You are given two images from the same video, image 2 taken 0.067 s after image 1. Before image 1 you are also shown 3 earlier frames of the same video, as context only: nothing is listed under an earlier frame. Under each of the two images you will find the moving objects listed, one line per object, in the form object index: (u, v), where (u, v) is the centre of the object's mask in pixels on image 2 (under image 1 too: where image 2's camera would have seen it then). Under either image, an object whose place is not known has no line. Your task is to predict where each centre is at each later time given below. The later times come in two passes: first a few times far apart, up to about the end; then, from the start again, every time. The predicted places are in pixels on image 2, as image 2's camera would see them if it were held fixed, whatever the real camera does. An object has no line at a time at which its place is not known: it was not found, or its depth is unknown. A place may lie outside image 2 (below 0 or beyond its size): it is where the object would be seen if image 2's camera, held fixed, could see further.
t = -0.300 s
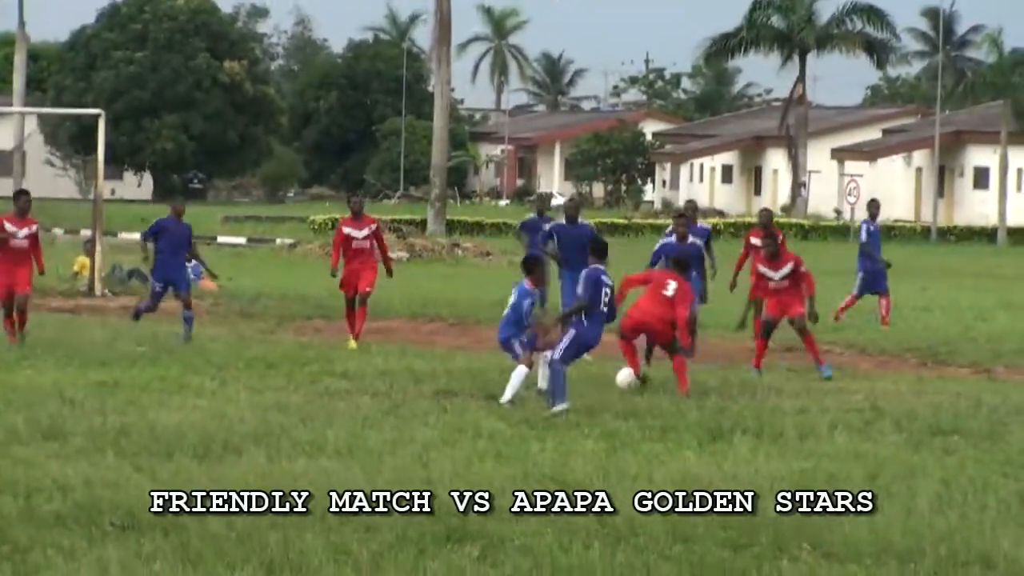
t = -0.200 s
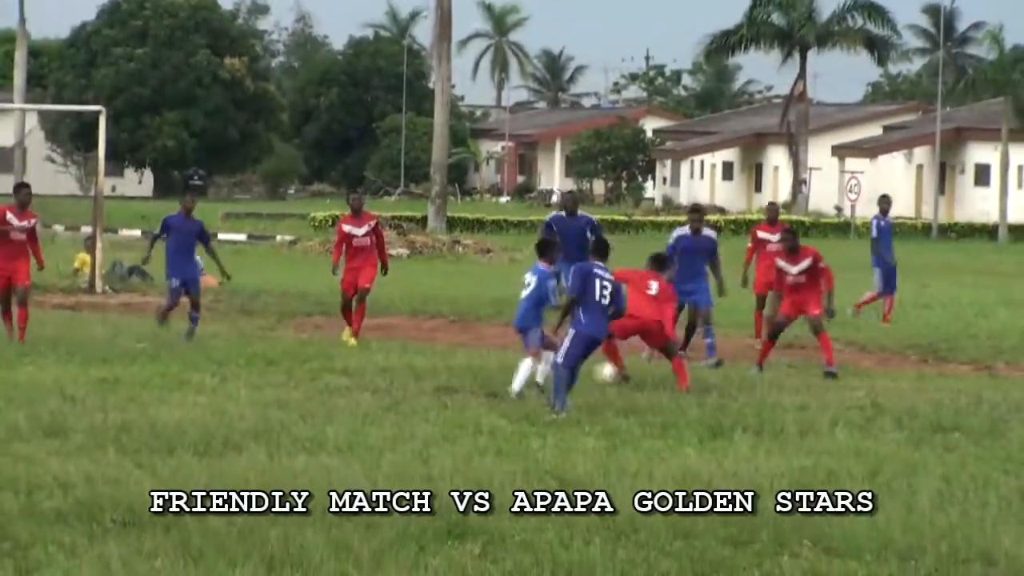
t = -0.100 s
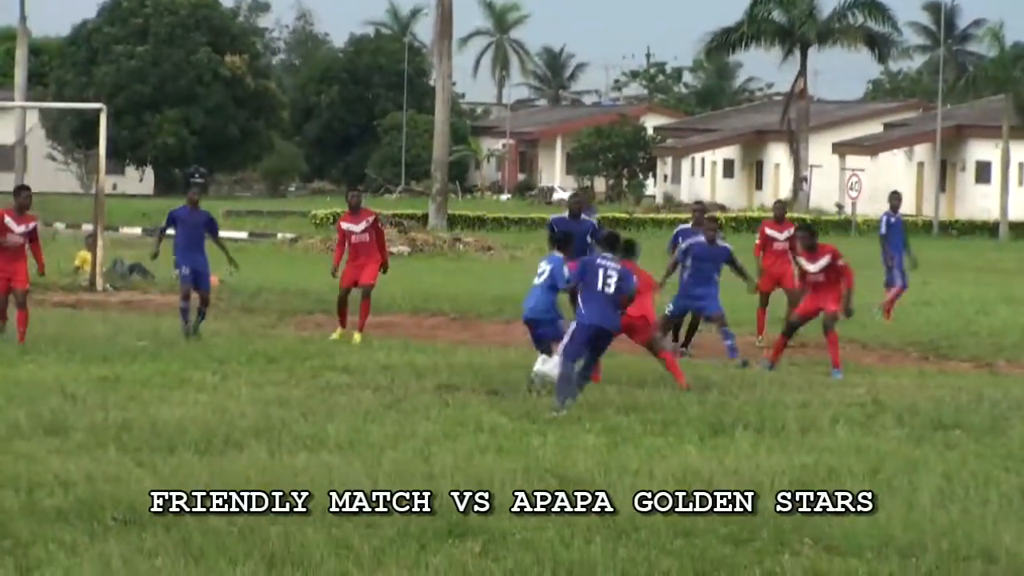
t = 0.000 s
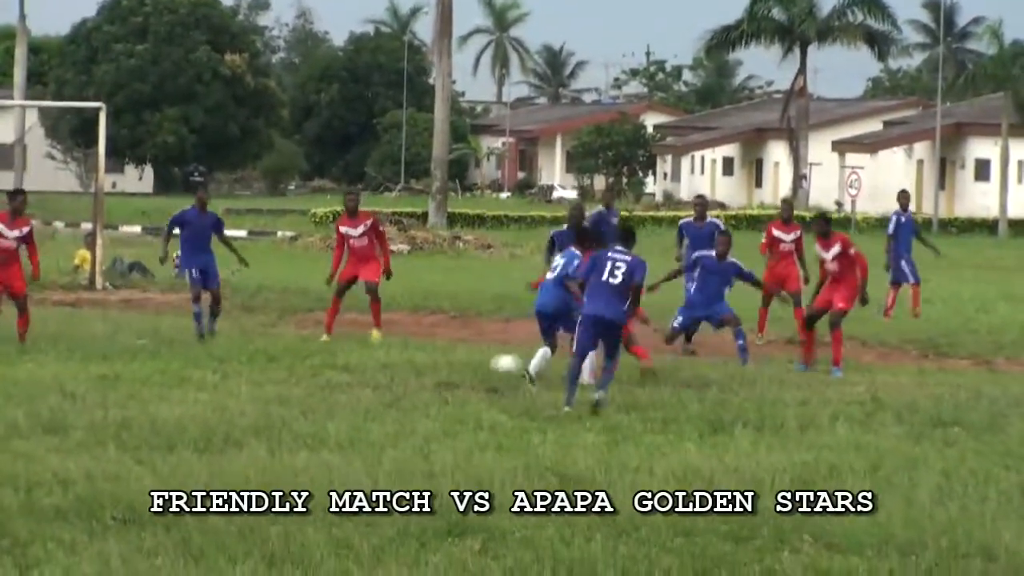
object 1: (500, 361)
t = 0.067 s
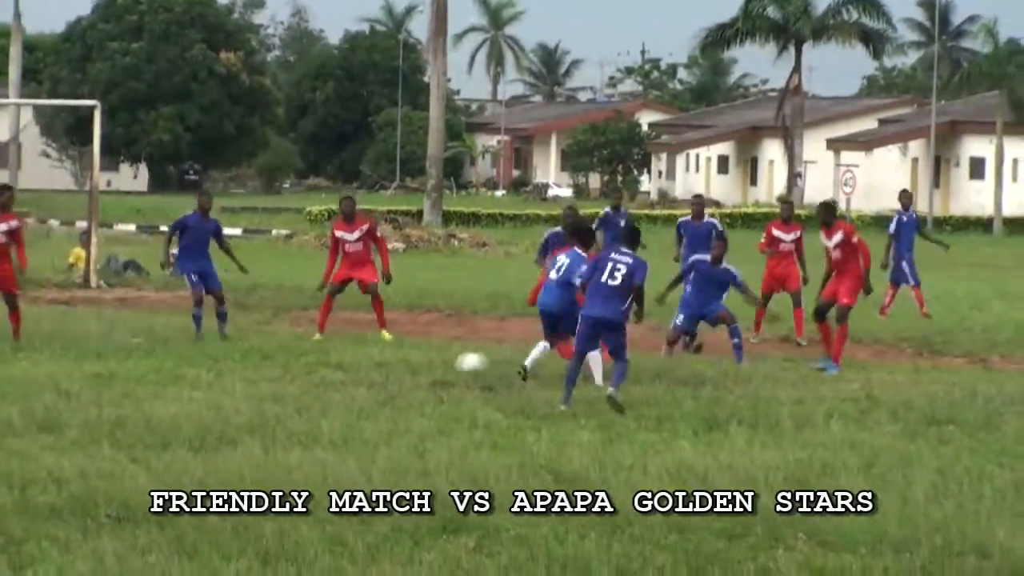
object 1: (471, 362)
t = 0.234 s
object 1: (414, 357)
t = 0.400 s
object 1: (367, 360)
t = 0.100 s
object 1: (457, 363)
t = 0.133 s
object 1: (444, 363)
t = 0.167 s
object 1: (434, 361)
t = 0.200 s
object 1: (424, 358)
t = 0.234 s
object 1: (414, 357)
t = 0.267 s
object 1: (404, 356)
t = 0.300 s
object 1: (395, 356)
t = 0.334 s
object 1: (386, 358)
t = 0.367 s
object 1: (377, 361)
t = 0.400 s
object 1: (367, 360)
